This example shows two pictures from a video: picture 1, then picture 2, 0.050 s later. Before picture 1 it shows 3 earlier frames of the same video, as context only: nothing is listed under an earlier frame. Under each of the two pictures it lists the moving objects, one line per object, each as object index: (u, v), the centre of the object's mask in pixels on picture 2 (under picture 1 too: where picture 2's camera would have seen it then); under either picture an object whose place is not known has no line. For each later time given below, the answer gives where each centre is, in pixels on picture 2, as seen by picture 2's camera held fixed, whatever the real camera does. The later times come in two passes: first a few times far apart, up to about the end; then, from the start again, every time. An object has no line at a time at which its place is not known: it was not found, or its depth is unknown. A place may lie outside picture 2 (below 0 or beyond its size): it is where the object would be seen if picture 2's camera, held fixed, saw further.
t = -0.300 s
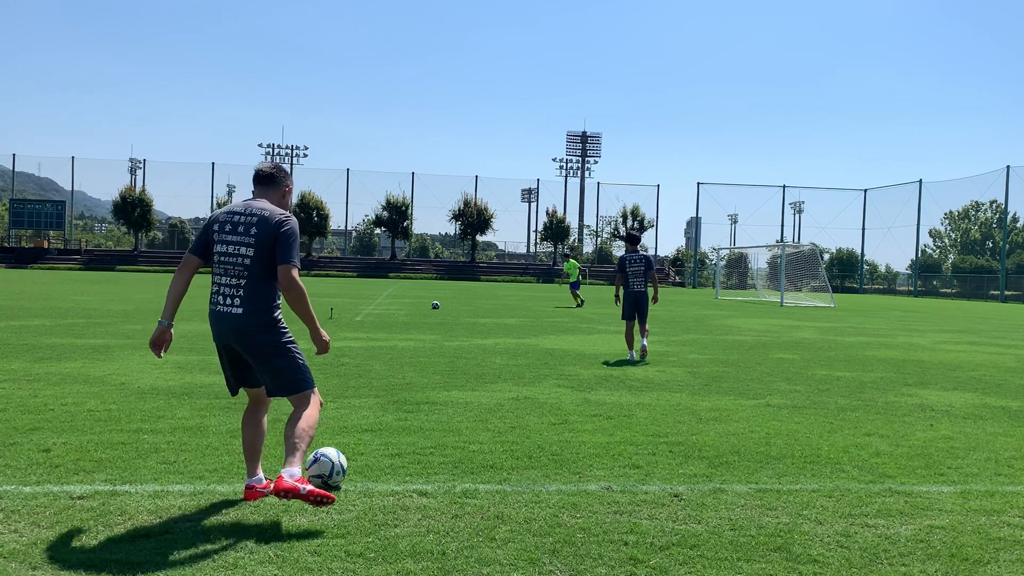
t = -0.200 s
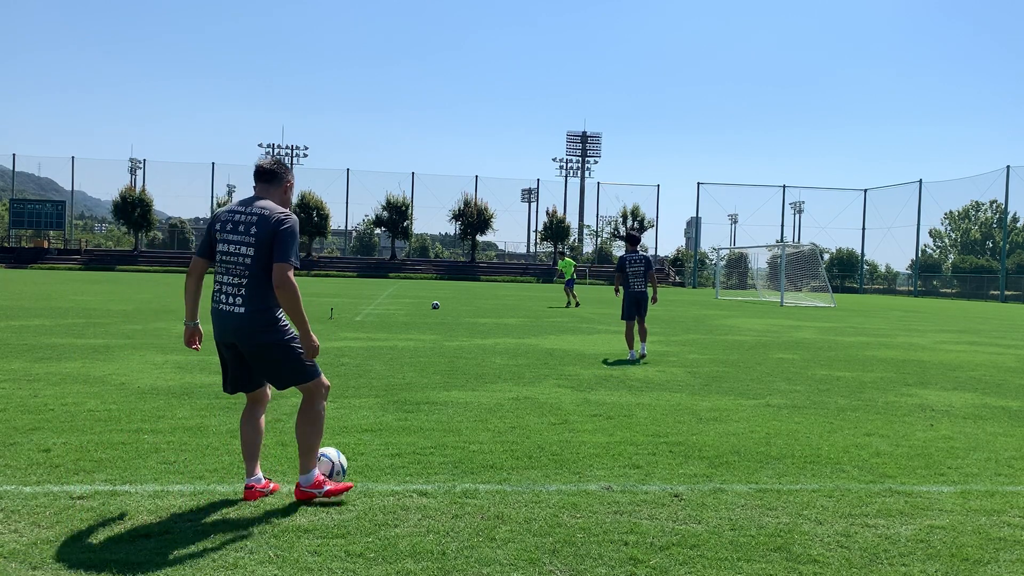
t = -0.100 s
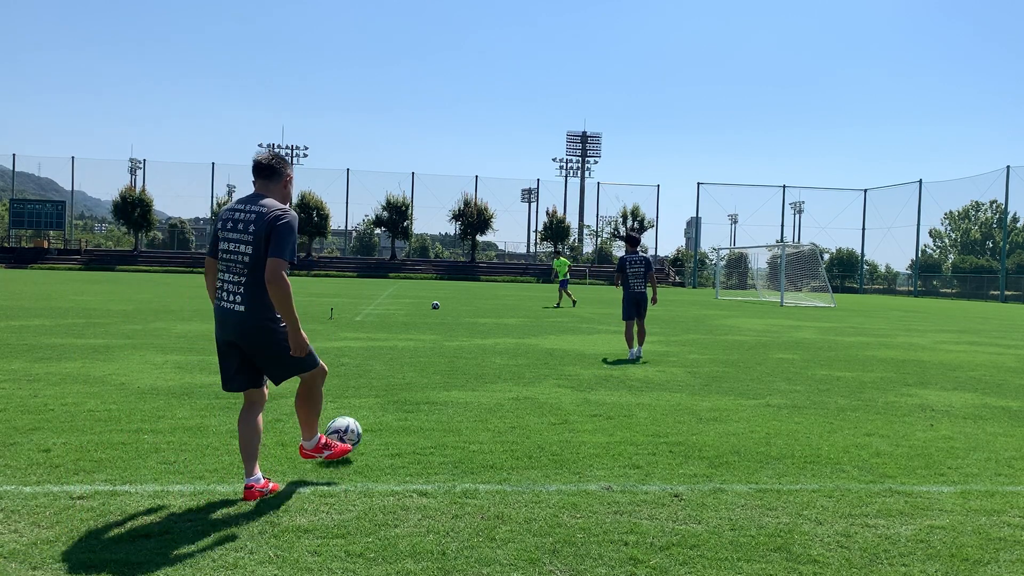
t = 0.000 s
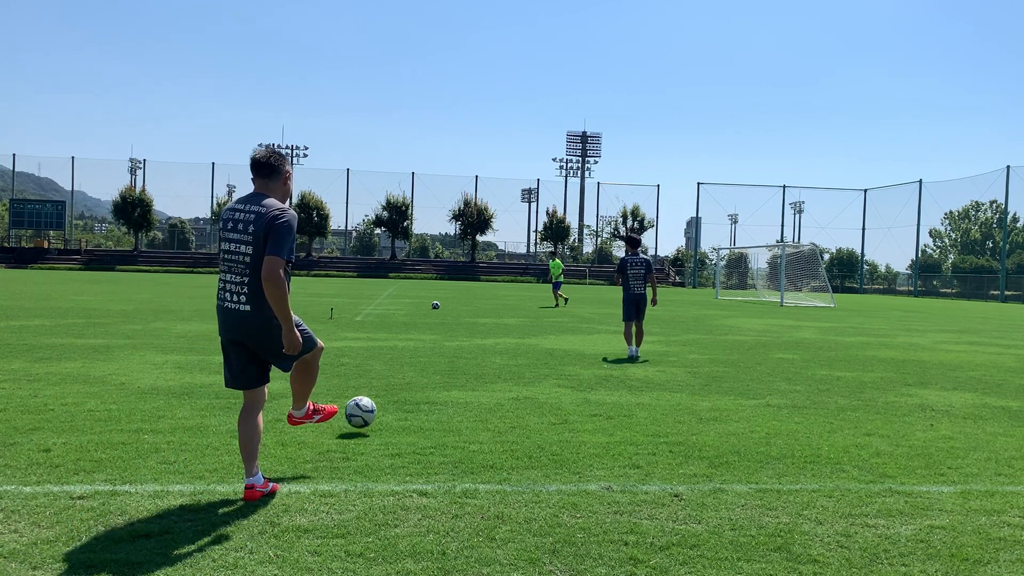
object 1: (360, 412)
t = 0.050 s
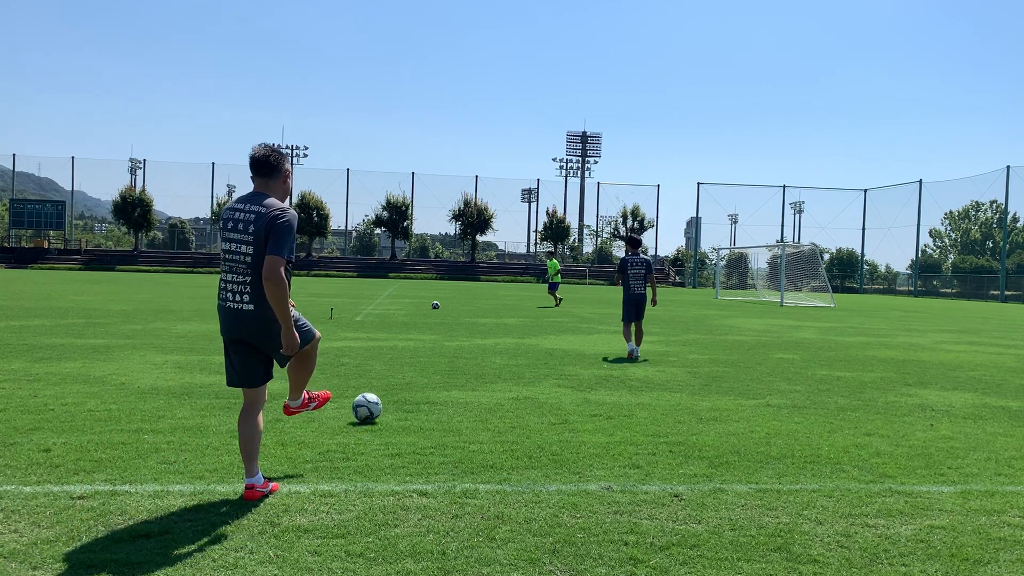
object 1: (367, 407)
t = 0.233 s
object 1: (383, 383)
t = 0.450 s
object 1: (395, 364)
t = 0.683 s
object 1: (403, 357)
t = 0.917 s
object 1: (408, 349)
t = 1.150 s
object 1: (413, 342)
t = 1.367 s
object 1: (416, 338)
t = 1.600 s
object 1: (417, 334)
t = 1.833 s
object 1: (419, 330)
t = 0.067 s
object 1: (368, 406)
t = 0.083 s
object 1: (370, 406)
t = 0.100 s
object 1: (372, 403)
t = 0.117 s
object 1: (374, 398)
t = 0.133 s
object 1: (376, 396)
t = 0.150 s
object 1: (377, 392)
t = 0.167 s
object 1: (378, 390)
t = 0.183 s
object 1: (379, 387)
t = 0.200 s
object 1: (381, 386)
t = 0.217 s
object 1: (382, 384)
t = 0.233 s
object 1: (383, 383)
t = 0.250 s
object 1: (384, 382)
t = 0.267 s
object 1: (385, 382)
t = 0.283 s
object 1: (386, 381)
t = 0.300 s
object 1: (387, 381)
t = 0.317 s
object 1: (388, 379)
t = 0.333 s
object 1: (389, 377)
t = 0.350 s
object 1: (390, 373)
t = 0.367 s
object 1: (391, 371)
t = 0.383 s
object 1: (392, 369)
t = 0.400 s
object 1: (393, 367)
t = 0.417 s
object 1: (394, 366)
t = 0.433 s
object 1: (395, 365)
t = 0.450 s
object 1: (395, 364)
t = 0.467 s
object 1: (396, 363)
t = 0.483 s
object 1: (397, 363)
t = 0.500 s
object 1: (398, 364)
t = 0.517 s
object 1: (398, 364)
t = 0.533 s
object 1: (399, 364)
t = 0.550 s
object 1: (400, 364)
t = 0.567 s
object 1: (400, 363)
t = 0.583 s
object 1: (400, 362)
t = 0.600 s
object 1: (401, 360)
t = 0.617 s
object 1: (402, 359)
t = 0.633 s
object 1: (402, 358)
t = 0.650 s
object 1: (403, 357)
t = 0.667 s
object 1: (403, 357)
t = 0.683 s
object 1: (403, 357)
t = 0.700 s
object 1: (404, 357)
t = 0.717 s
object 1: (404, 357)
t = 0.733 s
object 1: (405, 356)
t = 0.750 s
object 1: (405, 355)
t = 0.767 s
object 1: (405, 354)
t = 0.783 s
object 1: (406, 352)
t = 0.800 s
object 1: (406, 351)
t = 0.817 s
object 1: (407, 350)
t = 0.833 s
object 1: (407, 350)
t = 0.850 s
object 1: (407, 349)
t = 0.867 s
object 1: (408, 350)
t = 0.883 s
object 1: (408, 350)
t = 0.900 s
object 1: (408, 350)
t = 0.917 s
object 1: (408, 349)
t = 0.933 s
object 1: (409, 349)
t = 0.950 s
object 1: (409, 348)
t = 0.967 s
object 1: (409, 347)
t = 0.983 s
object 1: (410, 346)
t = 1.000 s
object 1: (410, 346)
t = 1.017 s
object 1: (410, 345)
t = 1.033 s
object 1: (411, 344)
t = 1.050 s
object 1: (411, 344)
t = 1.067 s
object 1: (411, 344)
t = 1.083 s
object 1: (412, 344)
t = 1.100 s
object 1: (412, 344)
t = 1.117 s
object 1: (412, 344)
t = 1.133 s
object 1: (412, 343)
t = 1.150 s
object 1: (413, 342)
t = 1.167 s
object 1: (413, 342)
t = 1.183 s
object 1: (413, 341)
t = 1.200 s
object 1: (414, 340)
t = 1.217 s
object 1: (414, 340)
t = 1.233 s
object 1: (414, 340)
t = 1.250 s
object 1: (414, 340)
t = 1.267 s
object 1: (415, 340)
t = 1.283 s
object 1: (415, 340)
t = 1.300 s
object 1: (415, 340)
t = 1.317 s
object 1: (415, 339)
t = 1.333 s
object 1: (415, 339)
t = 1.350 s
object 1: (415, 338)
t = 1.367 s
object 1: (416, 338)
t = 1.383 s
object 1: (416, 338)
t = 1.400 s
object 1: (416, 337)
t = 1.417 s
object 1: (416, 337)
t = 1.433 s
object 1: (416, 337)
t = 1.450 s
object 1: (416, 337)
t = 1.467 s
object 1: (417, 337)
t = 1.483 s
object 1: (417, 336)
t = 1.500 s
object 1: (417, 336)
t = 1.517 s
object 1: (417, 335)
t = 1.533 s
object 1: (417, 335)
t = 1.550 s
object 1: (417, 334)
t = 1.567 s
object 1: (417, 334)
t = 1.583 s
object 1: (418, 334)
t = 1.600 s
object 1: (417, 334)
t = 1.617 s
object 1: (418, 334)
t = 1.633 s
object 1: (418, 333)
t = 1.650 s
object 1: (418, 333)
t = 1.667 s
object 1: (418, 333)
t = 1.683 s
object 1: (418, 332)
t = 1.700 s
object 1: (418, 332)
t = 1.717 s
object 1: (418, 332)
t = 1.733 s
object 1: (419, 332)
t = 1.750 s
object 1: (419, 331)
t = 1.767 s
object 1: (419, 331)
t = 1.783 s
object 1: (419, 331)
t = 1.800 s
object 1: (419, 331)
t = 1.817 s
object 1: (419, 330)
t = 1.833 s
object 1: (419, 330)
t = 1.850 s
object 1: (419, 329)
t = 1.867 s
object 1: (420, 329)
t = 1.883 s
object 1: (420, 329)
